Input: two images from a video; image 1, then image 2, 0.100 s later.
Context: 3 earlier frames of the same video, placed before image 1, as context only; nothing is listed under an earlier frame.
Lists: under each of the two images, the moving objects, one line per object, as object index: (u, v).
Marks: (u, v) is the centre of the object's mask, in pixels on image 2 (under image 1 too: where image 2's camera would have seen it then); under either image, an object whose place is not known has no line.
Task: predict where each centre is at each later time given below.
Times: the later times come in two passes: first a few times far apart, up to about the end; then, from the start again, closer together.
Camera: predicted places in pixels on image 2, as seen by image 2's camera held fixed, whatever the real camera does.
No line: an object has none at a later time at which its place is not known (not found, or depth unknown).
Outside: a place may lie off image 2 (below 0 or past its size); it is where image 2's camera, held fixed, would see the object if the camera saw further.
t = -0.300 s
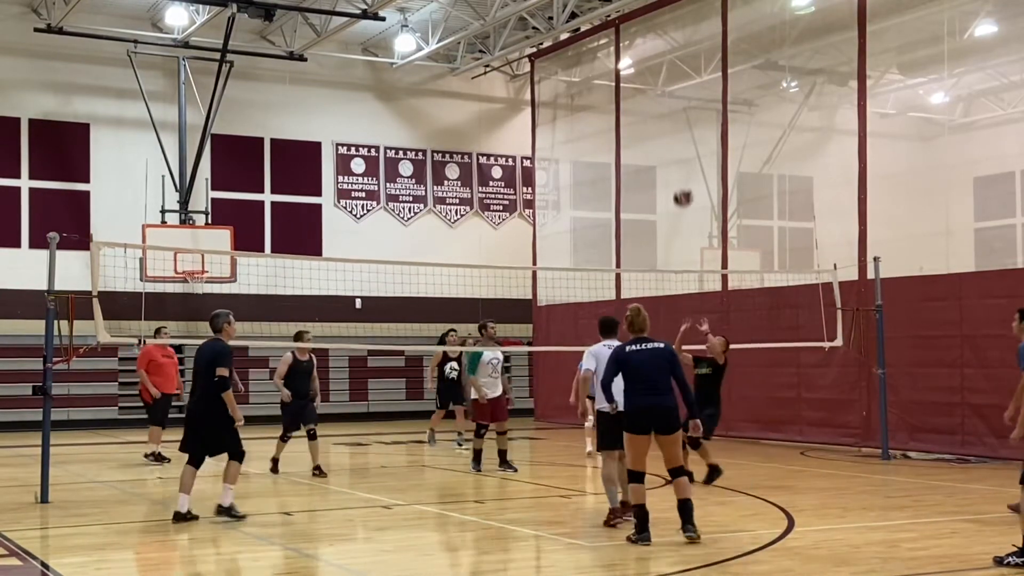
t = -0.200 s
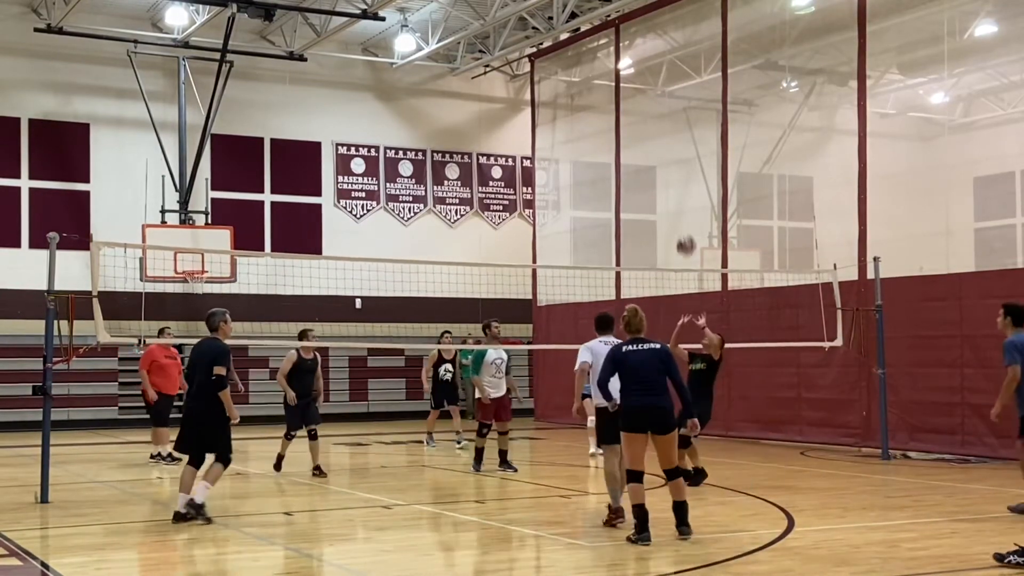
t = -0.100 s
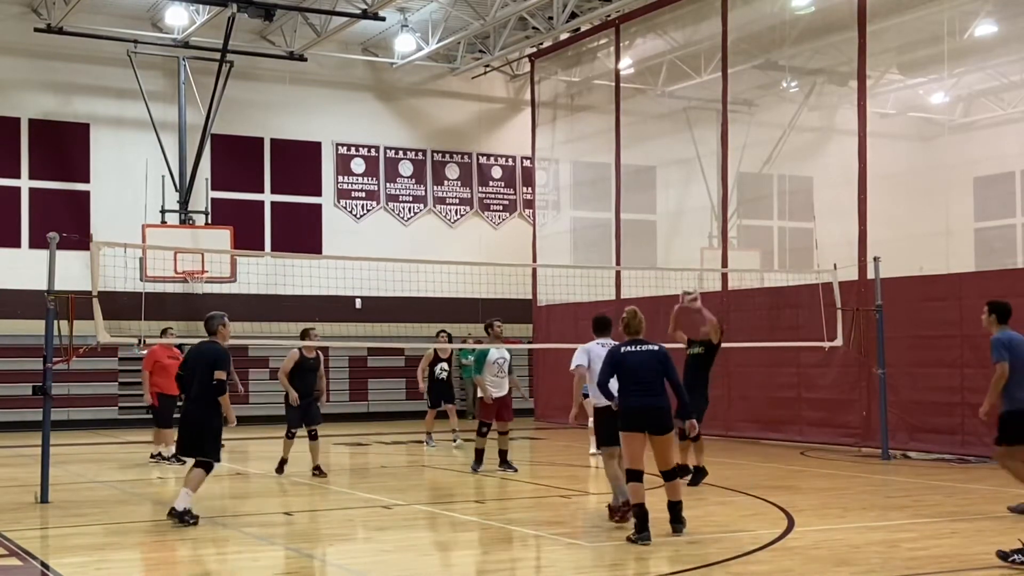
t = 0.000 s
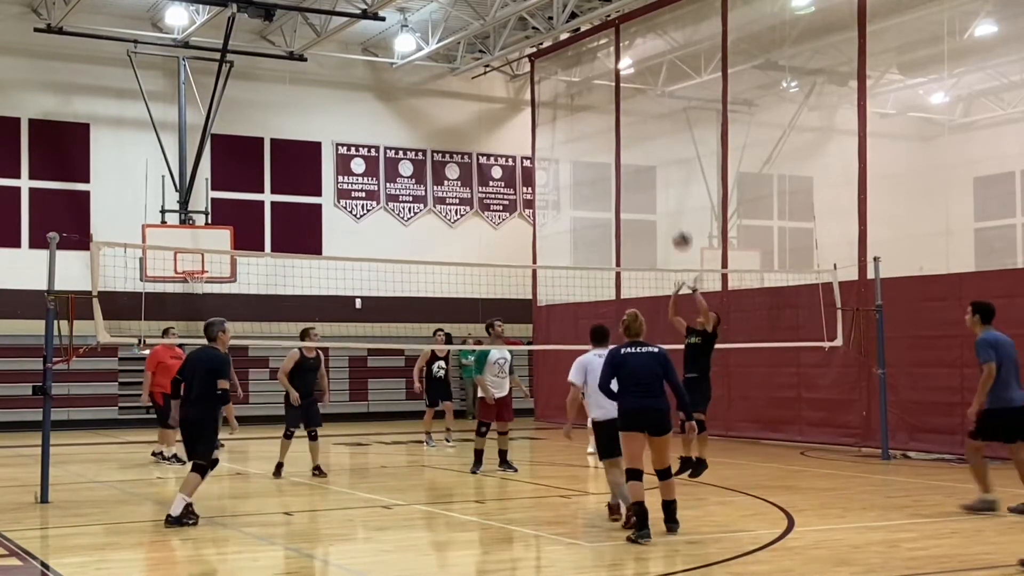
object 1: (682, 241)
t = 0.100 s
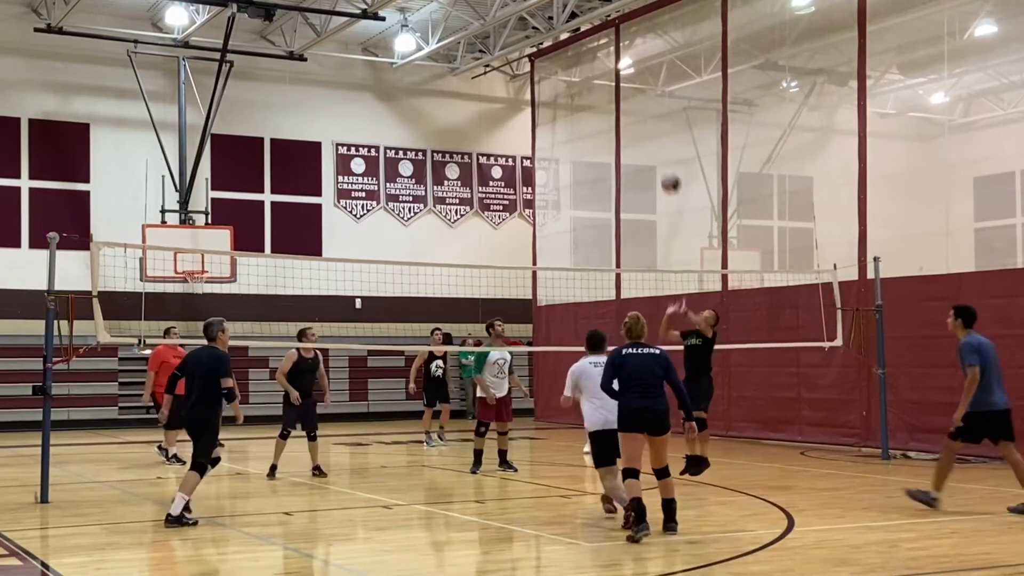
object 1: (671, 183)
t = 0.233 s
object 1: (657, 122)
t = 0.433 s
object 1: (638, 62)
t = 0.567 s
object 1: (624, 40)
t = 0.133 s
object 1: (667, 166)
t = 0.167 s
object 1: (664, 150)
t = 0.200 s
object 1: (661, 136)
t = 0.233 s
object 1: (657, 122)
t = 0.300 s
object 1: (650, 99)
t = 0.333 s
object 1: (647, 86)
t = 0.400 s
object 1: (640, 69)
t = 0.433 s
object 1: (638, 62)
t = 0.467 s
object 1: (634, 55)
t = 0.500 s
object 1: (631, 50)
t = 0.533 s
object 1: (627, 44)
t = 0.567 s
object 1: (624, 40)
